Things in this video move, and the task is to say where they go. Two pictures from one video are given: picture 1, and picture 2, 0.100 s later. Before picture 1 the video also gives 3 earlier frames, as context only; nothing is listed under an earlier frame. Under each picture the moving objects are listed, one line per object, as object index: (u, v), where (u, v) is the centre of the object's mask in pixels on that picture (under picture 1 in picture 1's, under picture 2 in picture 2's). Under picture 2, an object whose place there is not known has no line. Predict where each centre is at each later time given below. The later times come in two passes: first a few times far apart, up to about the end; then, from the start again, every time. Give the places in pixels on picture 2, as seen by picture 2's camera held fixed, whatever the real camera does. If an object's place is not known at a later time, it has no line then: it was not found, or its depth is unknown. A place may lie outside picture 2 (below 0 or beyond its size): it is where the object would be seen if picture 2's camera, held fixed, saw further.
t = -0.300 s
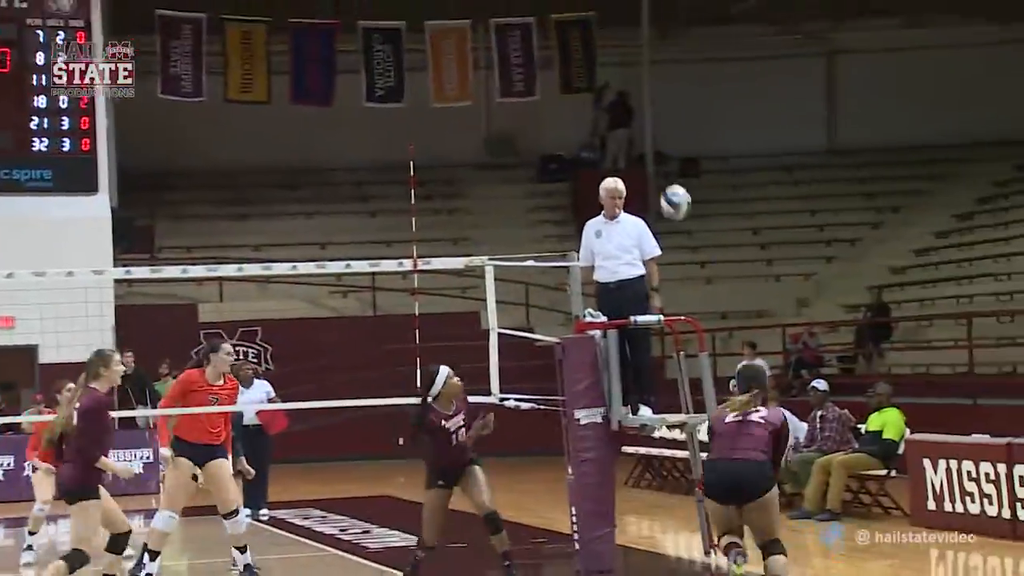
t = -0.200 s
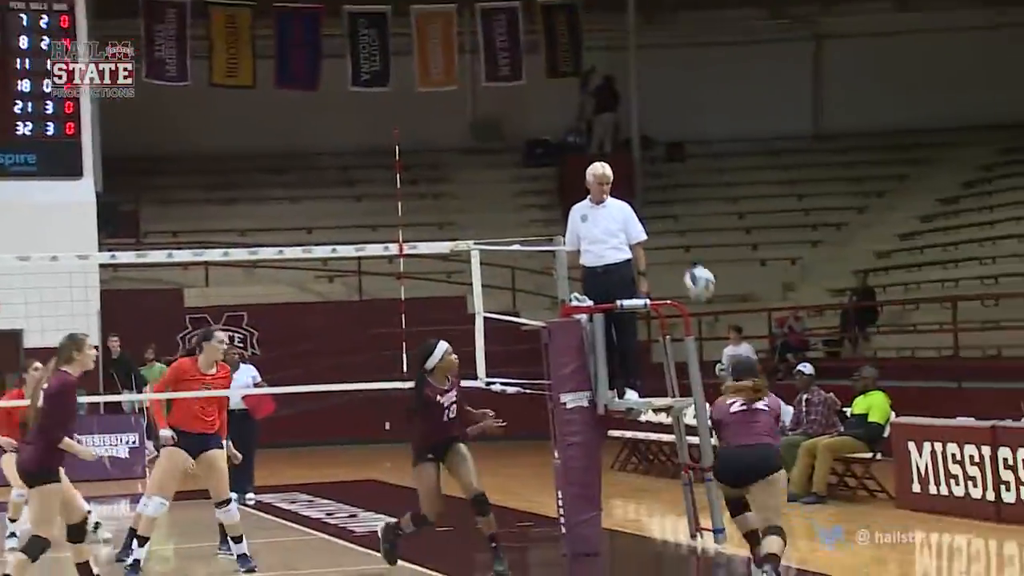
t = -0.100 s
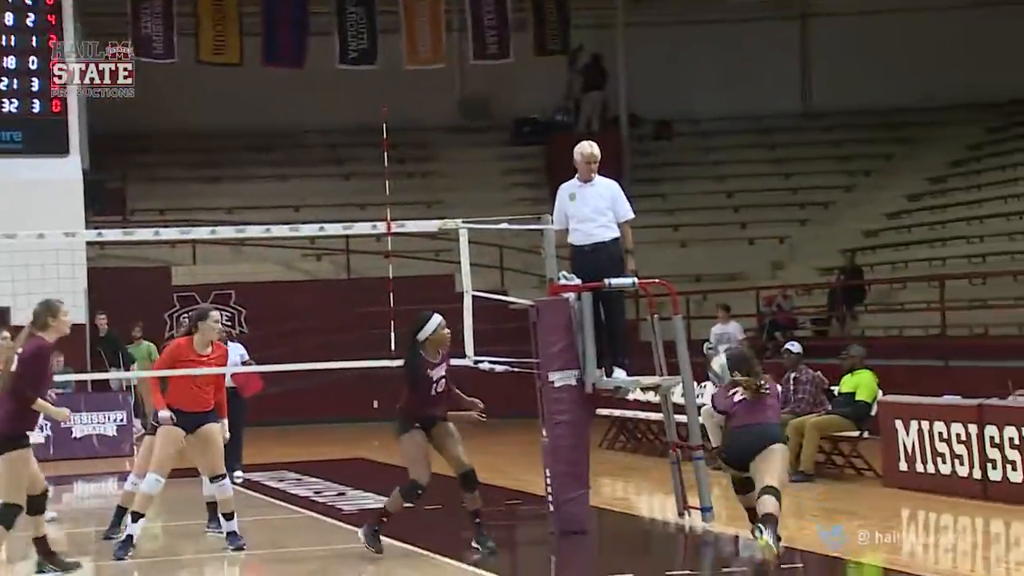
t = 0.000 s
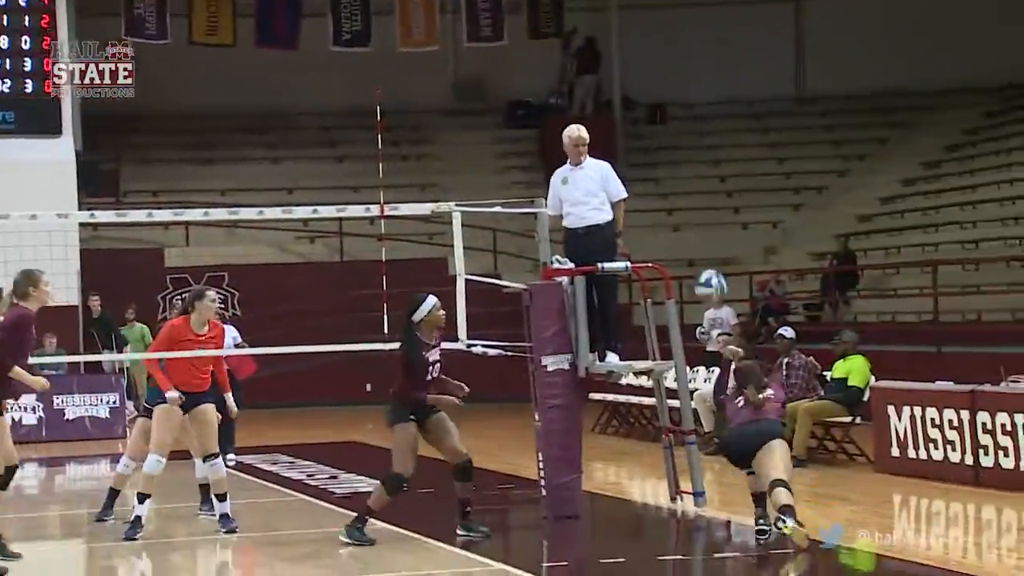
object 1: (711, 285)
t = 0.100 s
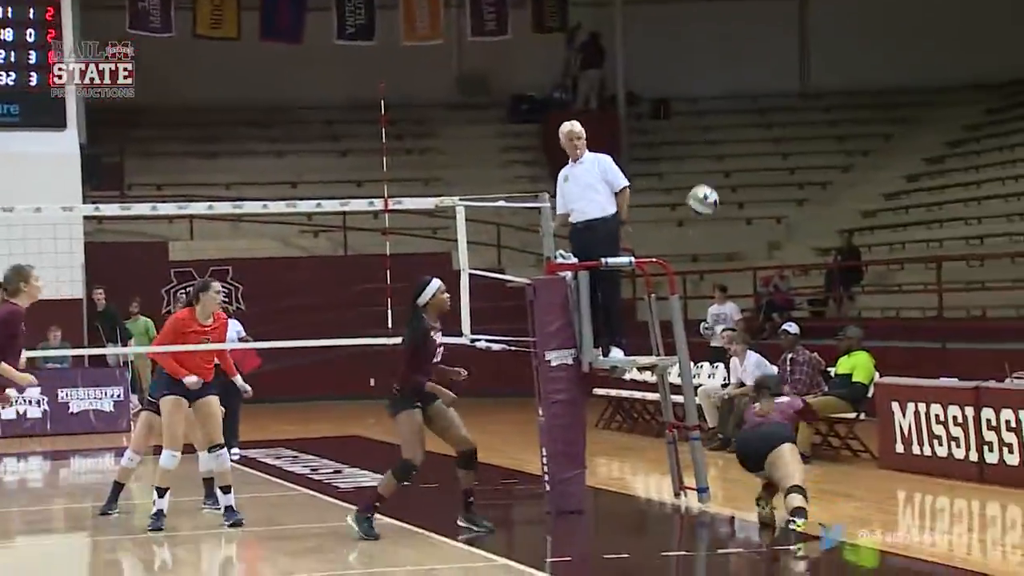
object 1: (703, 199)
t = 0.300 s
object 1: (680, 81)
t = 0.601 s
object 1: (654, 10)
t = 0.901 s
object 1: (629, 74)
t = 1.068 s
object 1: (614, 168)
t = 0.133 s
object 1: (698, 177)
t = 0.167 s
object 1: (694, 154)
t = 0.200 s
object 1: (691, 135)
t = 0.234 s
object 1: (687, 115)
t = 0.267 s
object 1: (683, 98)
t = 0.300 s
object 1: (680, 81)
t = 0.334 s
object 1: (677, 67)
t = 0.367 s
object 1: (675, 53)
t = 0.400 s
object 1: (671, 42)
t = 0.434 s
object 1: (668, 32)
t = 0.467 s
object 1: (665, 25)
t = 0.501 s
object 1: (662, 18)
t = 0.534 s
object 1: (659, 14)
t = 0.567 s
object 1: (657, 11)
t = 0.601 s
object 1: (654, 10)
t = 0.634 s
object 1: (652, 10)
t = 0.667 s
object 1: (649, 12)
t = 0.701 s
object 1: (646, 16)
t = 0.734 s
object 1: (643, 21)
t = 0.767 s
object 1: (641, 28)
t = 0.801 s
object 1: (637, 37)
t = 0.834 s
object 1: (635, 48)
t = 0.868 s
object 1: (632, 59)
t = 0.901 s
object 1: (629, 74)
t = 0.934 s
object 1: (625, 90)
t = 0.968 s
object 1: (622, 107)
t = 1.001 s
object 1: (620, 126)
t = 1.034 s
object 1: (618, 146)
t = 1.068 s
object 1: (614, 168)
